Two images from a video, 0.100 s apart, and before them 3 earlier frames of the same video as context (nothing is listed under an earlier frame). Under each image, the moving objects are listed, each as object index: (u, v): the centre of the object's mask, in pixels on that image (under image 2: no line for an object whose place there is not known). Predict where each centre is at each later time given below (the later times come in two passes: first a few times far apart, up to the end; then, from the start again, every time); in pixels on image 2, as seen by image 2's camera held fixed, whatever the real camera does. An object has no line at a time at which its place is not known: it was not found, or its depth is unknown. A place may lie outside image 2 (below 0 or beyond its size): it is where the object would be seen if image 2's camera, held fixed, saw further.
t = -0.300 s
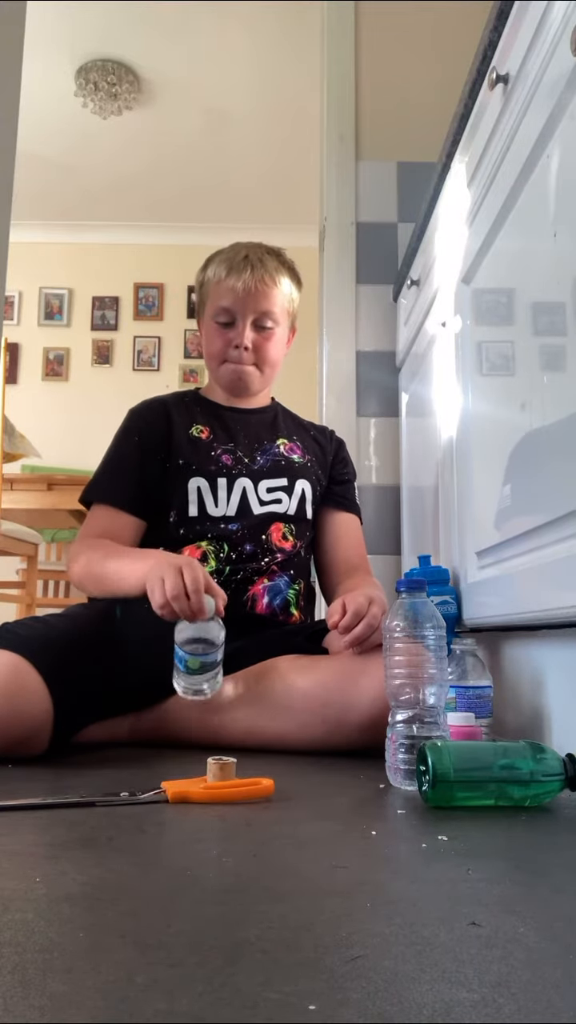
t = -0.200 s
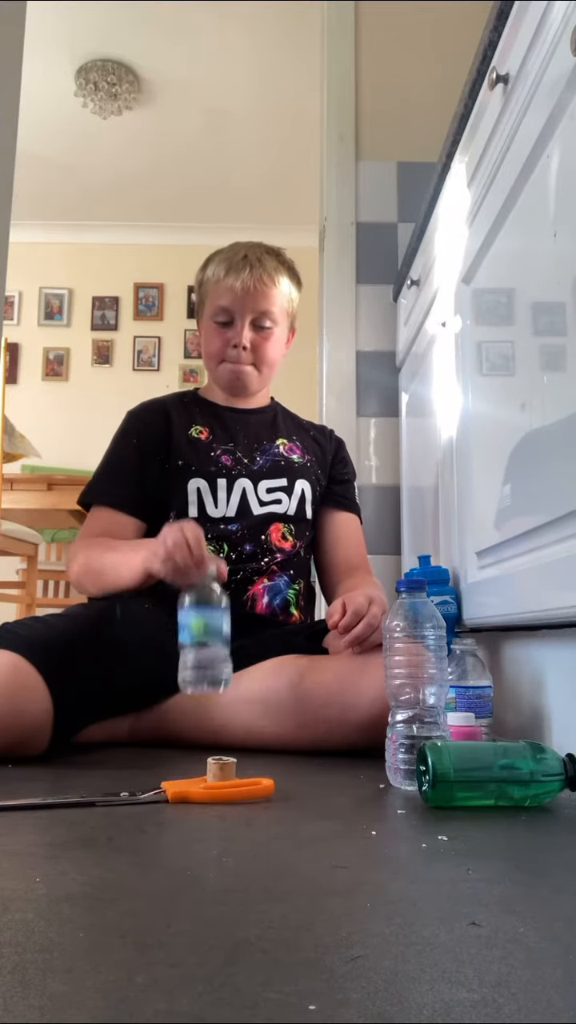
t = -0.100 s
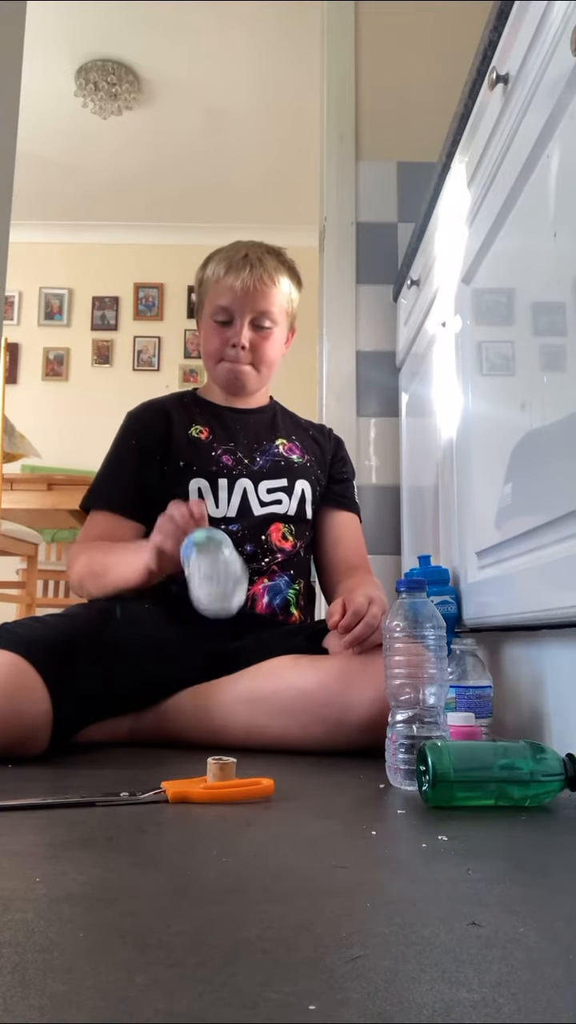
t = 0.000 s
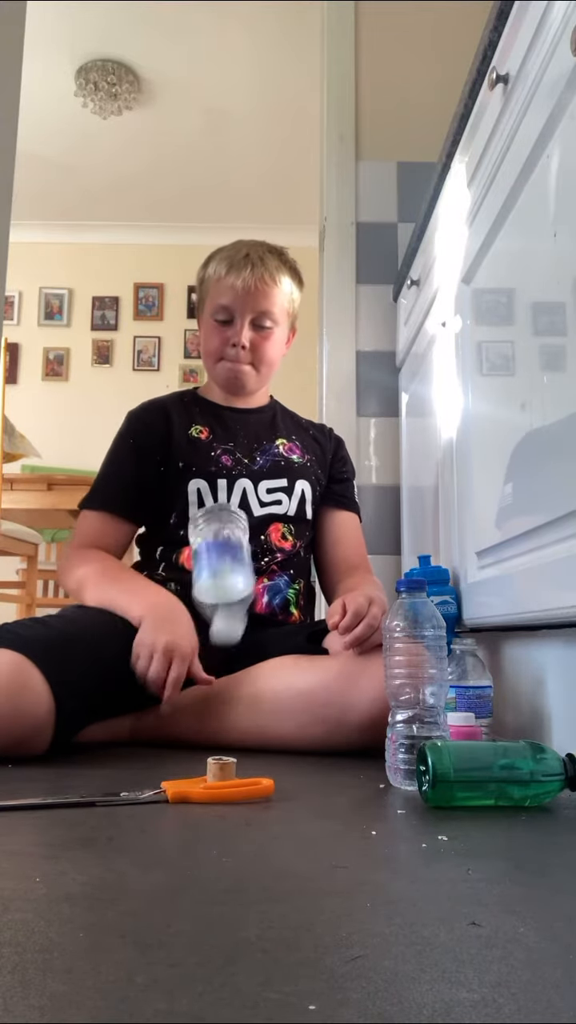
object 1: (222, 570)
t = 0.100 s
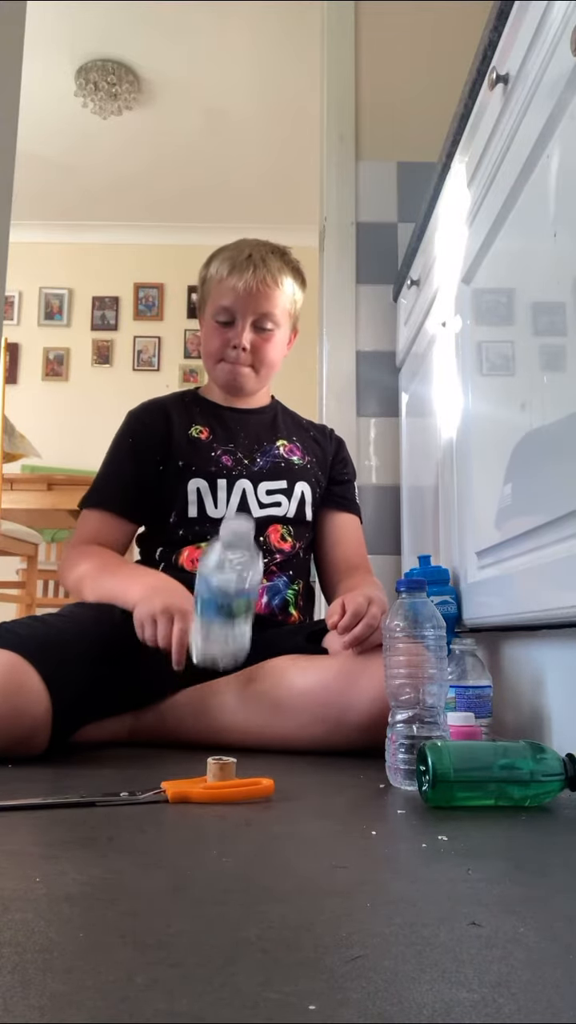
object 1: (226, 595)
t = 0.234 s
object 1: (231, 690)
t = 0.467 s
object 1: (230, 690)
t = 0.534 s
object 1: (228, 690)
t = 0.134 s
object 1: (225, 639)
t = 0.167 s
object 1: (226, 689)
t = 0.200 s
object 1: (230, 690)
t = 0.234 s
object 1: (231, 690)
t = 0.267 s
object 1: (231, 690)
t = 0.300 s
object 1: (231, 690)
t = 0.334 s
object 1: (231, 690)
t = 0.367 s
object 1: (231, 690)
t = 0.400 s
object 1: (231, 690)
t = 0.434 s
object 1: (230, 690)
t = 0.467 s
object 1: (230, 690)
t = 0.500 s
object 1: (229, 690)
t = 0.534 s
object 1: (228, 690)
